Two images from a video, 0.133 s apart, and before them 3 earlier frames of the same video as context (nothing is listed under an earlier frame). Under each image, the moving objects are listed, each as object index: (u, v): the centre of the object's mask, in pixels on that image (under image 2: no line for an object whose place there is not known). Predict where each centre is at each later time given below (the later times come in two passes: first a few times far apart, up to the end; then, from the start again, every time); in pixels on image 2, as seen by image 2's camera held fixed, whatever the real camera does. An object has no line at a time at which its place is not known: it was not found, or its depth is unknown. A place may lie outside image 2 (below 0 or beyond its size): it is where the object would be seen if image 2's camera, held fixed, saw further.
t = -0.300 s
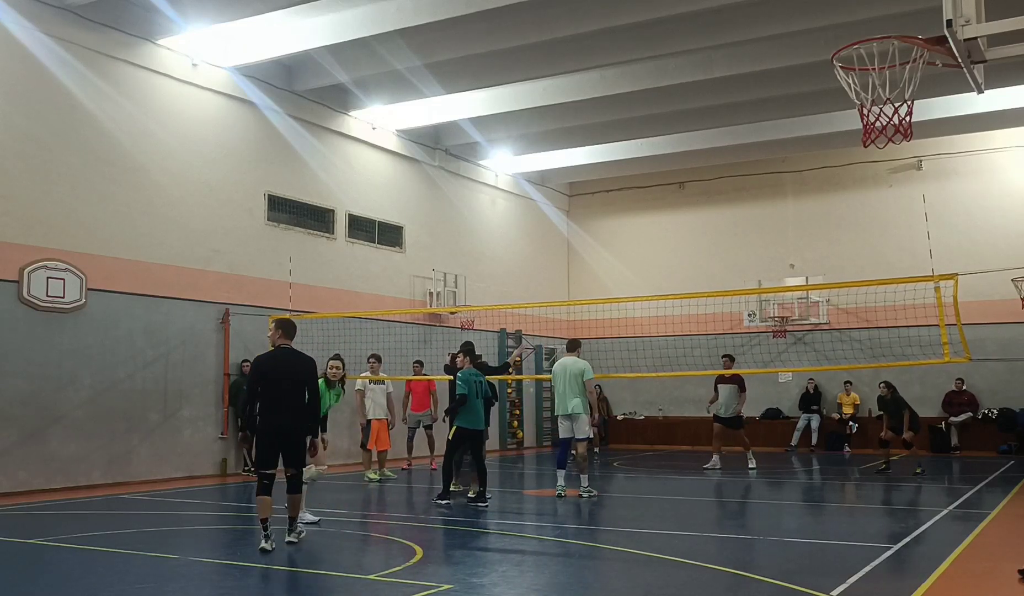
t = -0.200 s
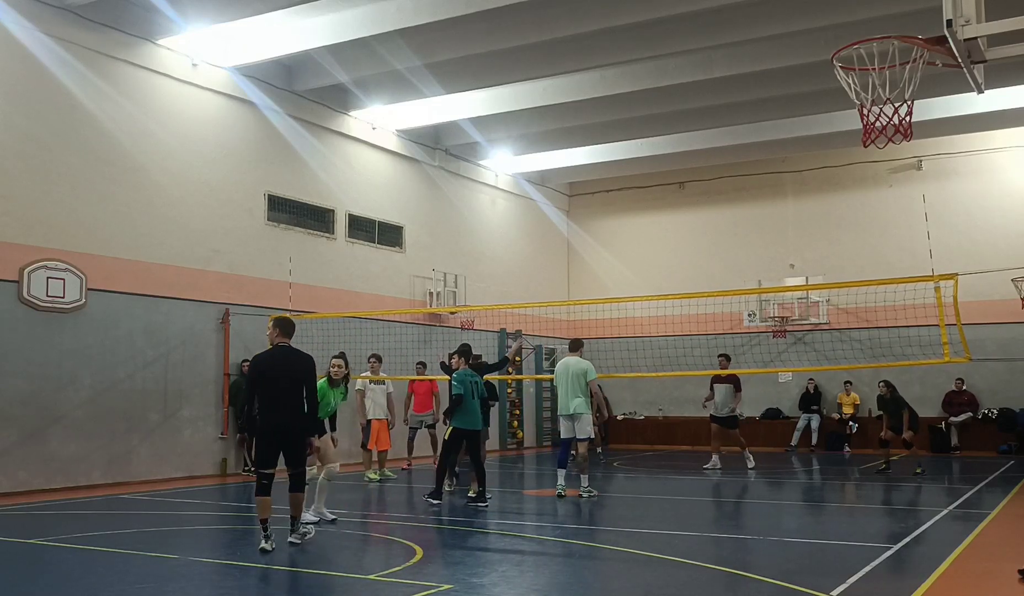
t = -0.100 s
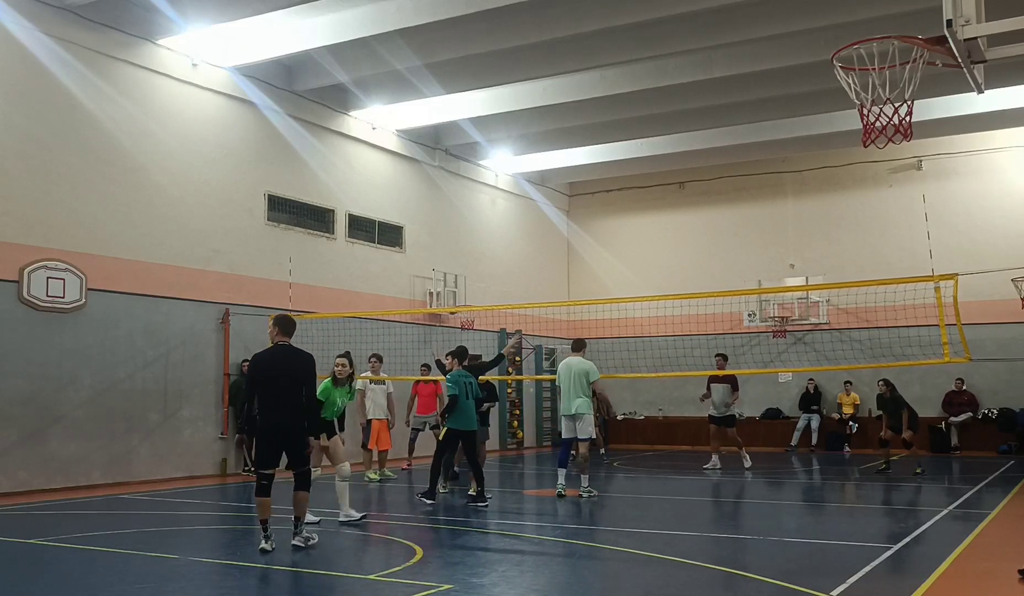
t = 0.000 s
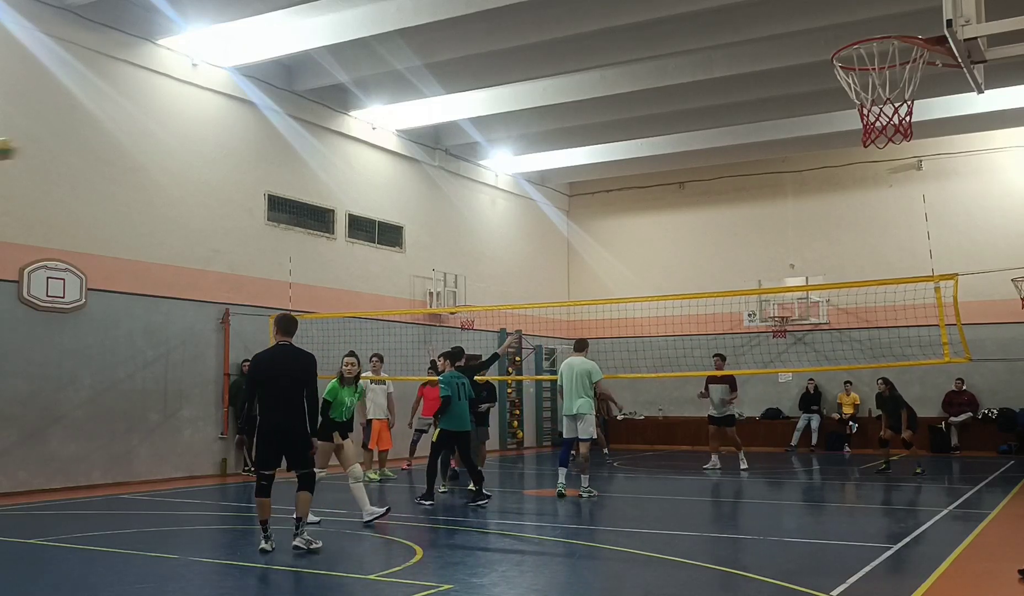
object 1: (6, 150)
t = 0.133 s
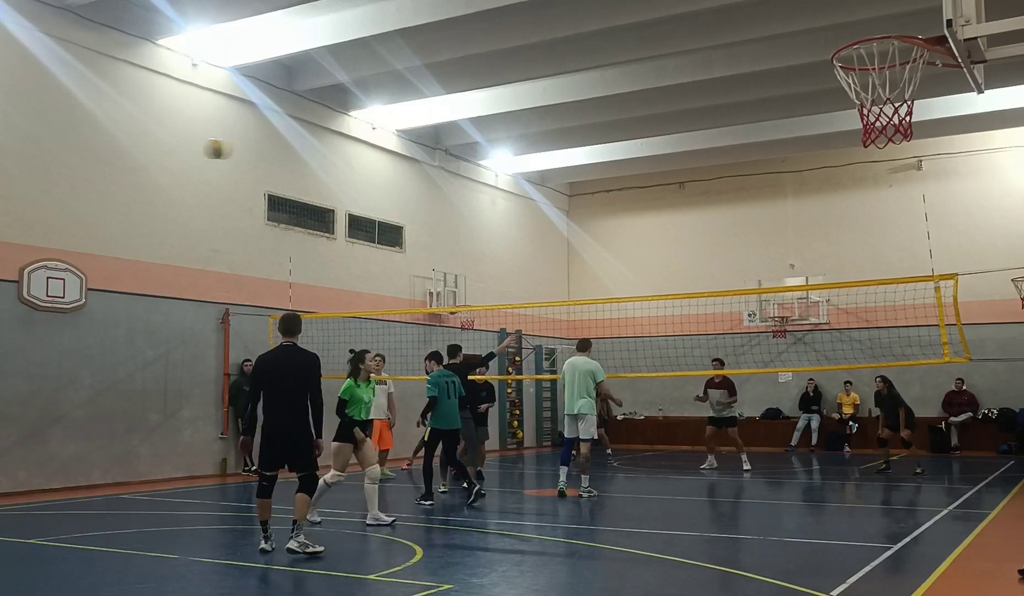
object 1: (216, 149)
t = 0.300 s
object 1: (417, 175)
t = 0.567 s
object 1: (642, 251)
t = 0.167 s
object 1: (264, 152)
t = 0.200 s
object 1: (302, 156)
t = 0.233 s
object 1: (343, 161)
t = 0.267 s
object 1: (385, 168)
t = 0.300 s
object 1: (417, 175)
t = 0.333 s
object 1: (453, 183)
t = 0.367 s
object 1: (484, 192)
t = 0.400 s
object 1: (511, 200)
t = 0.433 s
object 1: (540, 212)
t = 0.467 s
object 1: (569, 219)
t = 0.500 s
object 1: (592, 229)
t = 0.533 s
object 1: (619, 241)
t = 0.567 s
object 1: (642, 251)
